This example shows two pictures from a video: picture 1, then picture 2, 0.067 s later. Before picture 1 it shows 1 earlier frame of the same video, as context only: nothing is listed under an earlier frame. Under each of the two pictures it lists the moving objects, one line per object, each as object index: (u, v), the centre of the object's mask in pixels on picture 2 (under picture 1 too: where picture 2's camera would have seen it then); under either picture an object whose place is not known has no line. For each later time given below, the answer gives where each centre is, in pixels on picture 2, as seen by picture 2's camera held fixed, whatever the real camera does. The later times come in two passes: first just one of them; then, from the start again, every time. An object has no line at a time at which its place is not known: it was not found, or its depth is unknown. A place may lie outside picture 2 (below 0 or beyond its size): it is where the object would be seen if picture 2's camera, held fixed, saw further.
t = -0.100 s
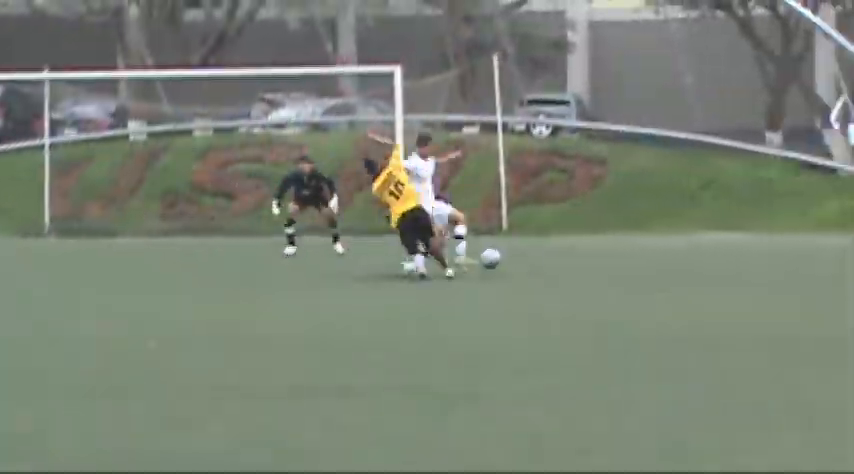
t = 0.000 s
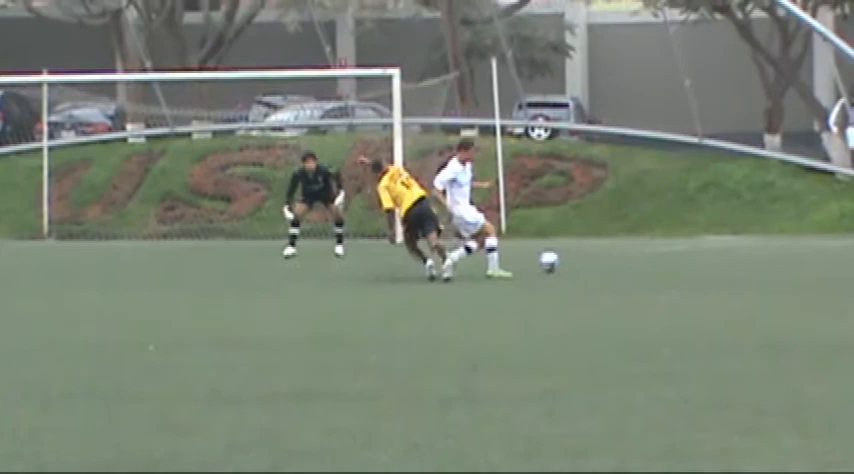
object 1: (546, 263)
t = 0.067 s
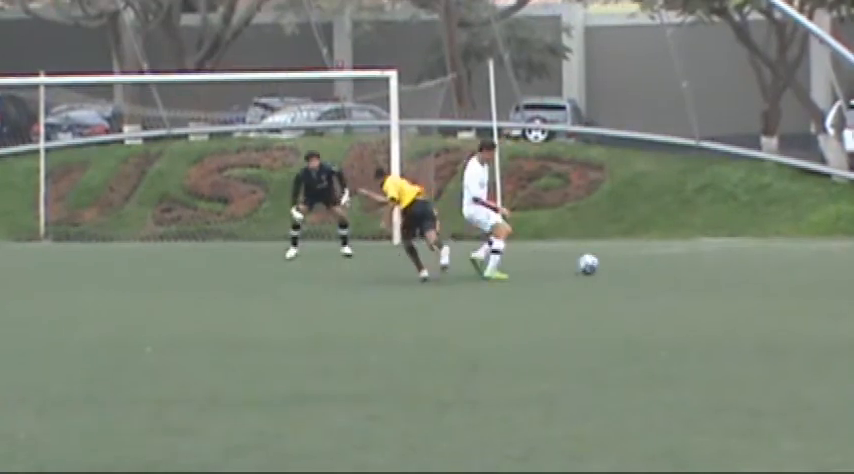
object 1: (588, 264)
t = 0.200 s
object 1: (660, 261)
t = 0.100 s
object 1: (606, 261)
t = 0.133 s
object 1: (625, 260)
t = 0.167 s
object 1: (642, 260)
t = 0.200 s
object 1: (660, 261)
